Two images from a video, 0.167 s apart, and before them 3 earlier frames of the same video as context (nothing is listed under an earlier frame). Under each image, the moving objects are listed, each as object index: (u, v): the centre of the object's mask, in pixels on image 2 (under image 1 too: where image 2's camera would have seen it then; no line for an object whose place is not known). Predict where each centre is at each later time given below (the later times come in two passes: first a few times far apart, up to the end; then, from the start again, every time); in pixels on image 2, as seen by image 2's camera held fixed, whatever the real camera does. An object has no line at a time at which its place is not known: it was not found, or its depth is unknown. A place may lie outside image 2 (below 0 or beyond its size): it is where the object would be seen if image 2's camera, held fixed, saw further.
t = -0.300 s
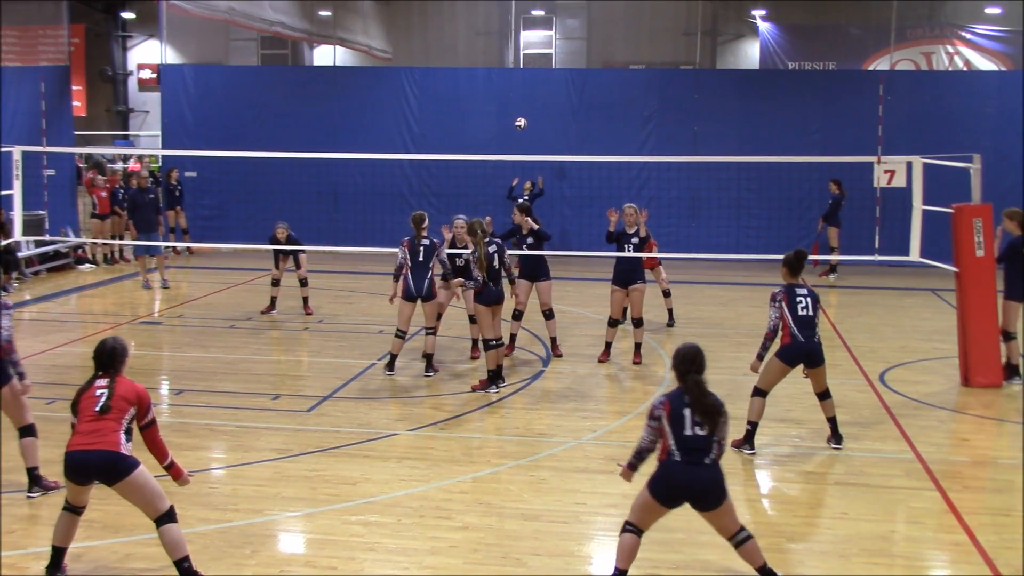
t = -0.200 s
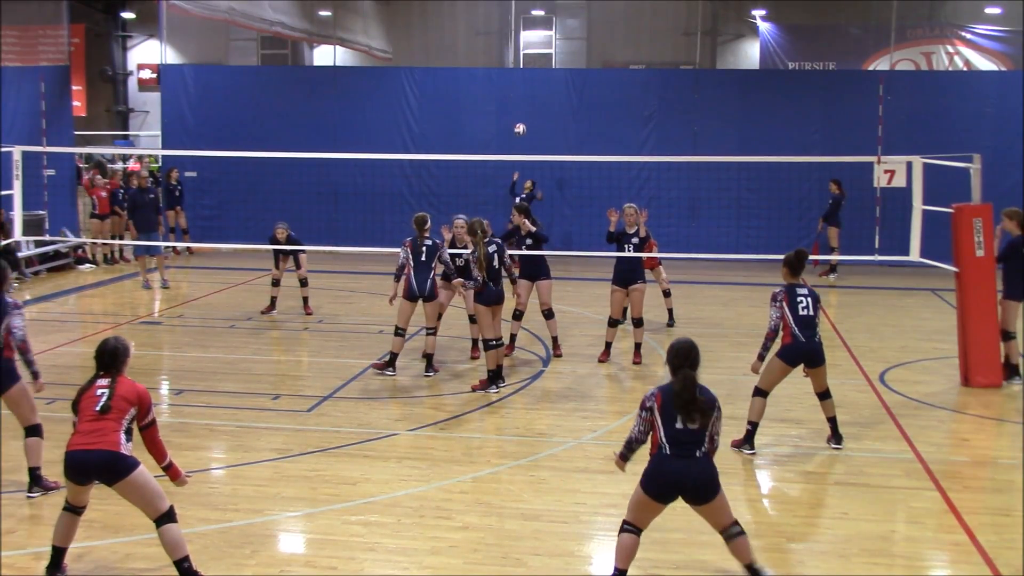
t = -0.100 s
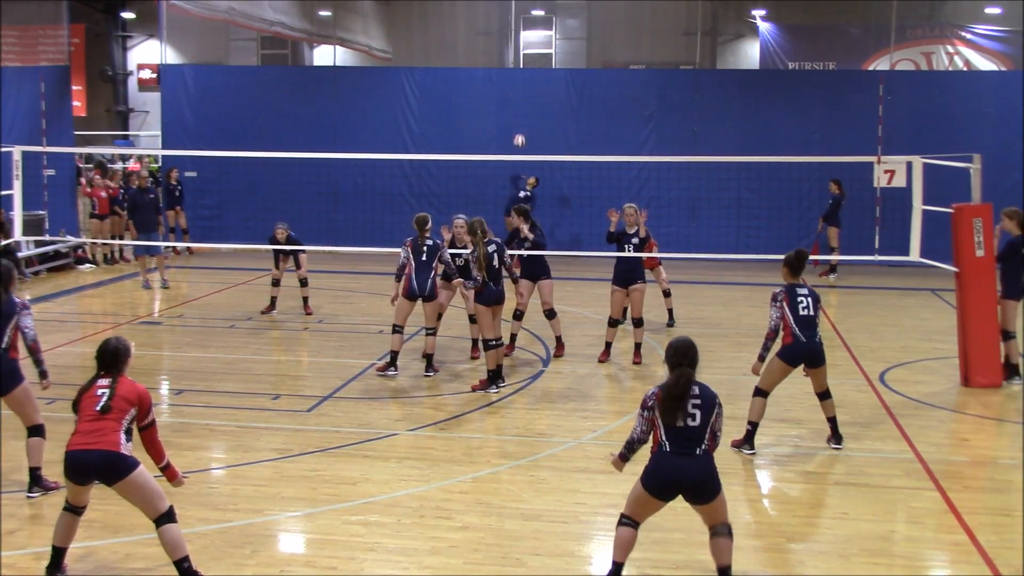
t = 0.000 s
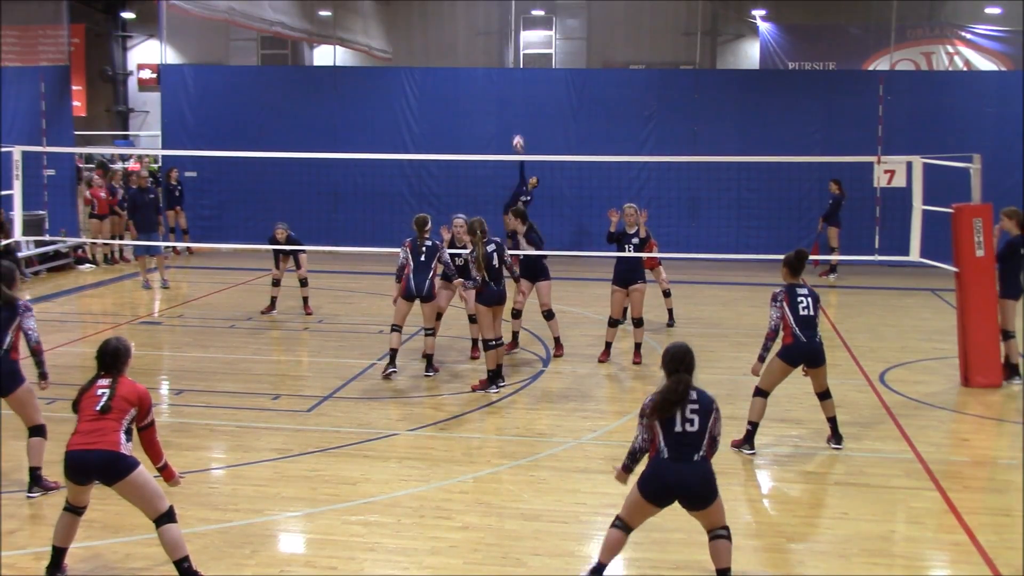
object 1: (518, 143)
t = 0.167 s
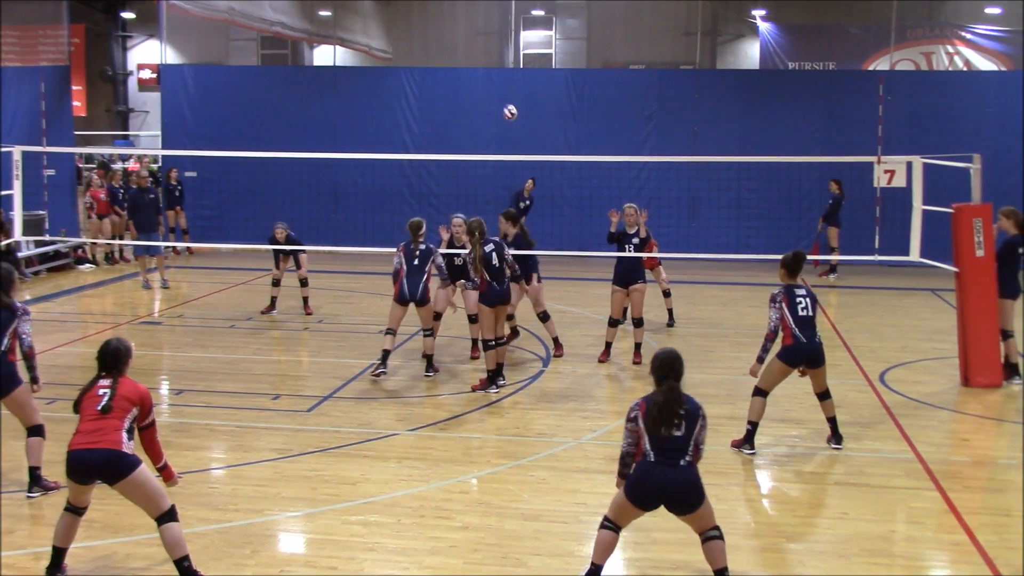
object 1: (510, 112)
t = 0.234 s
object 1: (505, 105)
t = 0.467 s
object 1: (485, 109)
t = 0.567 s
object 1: (473, 131)
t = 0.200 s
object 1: (508, 108)
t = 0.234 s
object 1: (505, 105)
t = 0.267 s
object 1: (503, 103)
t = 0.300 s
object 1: (500, 101)
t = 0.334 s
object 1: (497, 100)
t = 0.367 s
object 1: (494, 101)
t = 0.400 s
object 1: (491, 102)
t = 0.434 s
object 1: (488, 105)
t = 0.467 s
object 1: (485, 109)
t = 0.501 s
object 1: (481, 115)
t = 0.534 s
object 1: (477, 122)
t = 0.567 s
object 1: (473, 131)
